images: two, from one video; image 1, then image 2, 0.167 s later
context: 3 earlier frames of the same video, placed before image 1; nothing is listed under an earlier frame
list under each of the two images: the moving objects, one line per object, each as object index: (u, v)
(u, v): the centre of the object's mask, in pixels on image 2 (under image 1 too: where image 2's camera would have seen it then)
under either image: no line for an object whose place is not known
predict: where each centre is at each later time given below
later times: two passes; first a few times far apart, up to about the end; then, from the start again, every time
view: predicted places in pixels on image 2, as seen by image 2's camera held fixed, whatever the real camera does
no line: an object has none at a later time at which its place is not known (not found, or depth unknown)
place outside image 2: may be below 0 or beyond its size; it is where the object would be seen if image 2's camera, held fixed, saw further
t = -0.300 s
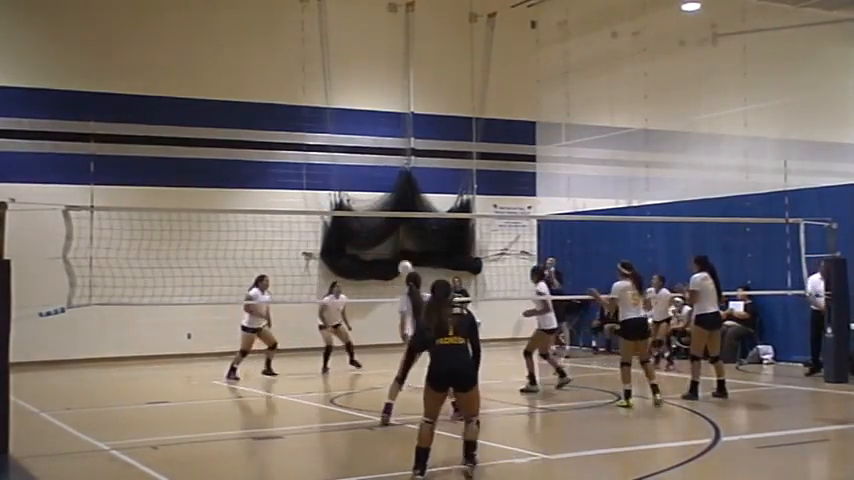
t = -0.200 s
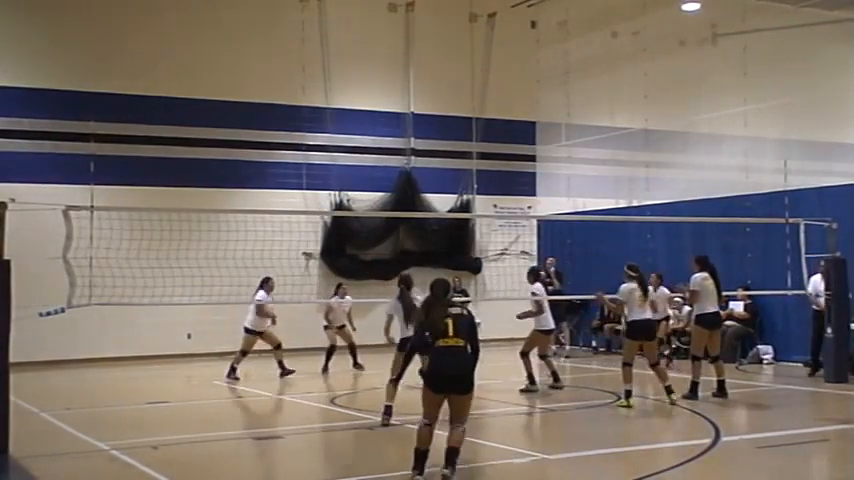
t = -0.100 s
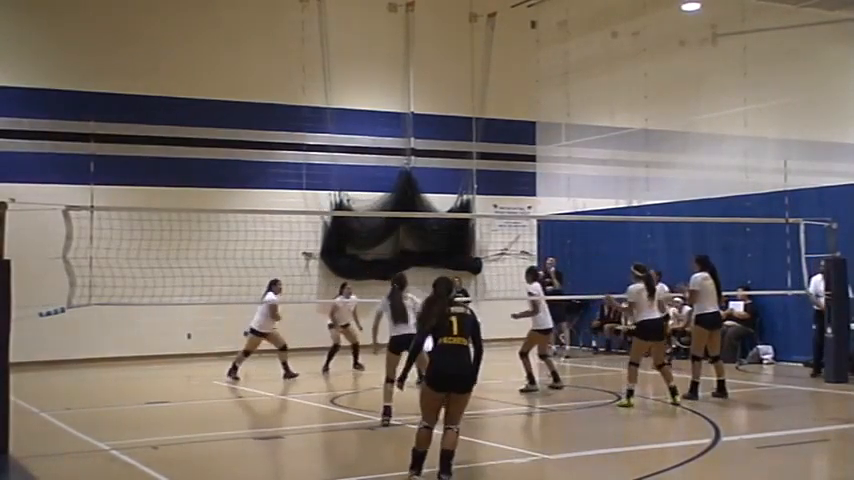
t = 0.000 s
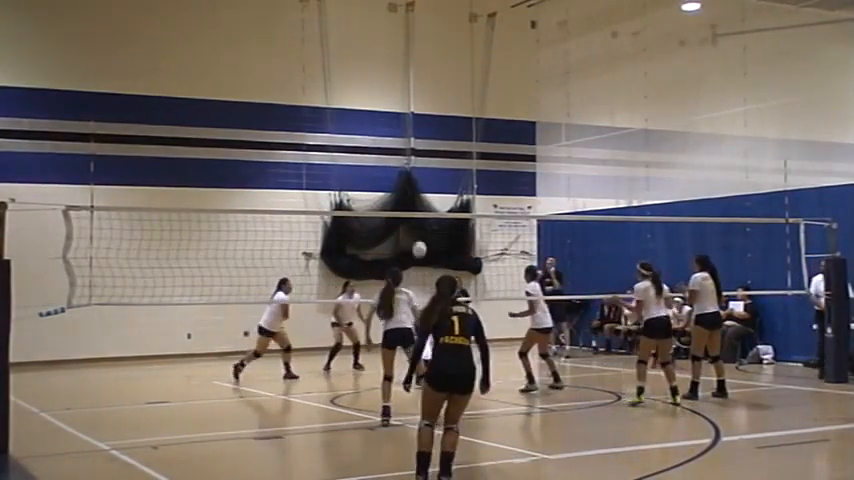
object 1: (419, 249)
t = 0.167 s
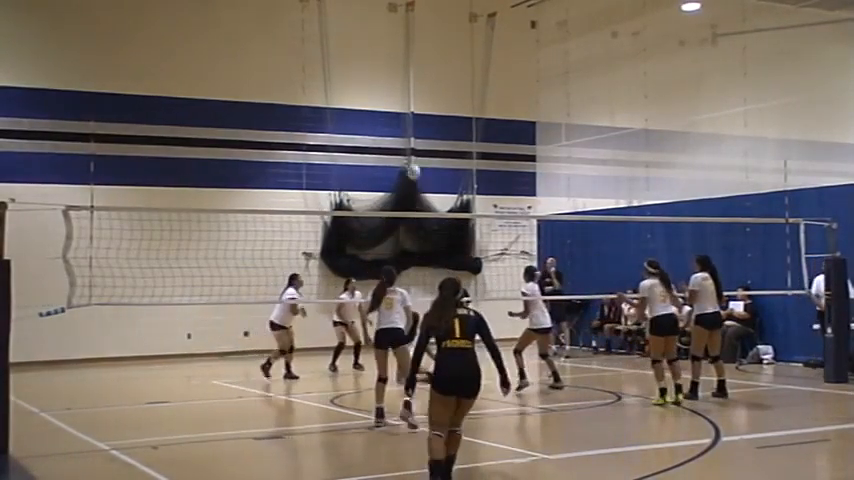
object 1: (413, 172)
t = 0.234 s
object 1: (411, 147)
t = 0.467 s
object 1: (405, 86)
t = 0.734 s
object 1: (399, 61)
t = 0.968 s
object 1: (394, 73)
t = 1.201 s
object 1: (389, 116)
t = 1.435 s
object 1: (386, 183)
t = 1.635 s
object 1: (383, 259)
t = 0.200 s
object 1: (413, 157)
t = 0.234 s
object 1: (411, 147)
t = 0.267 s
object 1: (410, 138)
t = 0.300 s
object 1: (409, 125)
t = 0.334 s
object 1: (408, 117)
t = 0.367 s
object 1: (407, 107)
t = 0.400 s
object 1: (407, 99)
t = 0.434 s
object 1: (406, 92)
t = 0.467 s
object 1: (405, 86)
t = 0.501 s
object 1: (404, 80)
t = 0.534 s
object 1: (403, 75)
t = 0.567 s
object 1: (402, 71)
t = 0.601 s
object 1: (401, 67)
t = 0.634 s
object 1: (402, 64)
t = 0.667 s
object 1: (401, 62)
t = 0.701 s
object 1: (400, 61)
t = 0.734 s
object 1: (399, 61)
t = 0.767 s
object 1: (399, 60)
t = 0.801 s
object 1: (398, 61)
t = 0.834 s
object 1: (397, 62)
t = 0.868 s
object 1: (397, 64)
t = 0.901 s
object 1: (396, 67)
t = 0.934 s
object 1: (395, 69)
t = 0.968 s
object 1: (394, 73)
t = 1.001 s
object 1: (393, 77)
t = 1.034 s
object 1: (393, 82)
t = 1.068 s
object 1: (392, 87)
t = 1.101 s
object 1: (392, 93)
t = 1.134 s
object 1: (390, 100)
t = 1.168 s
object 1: (390, 108)
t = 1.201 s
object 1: (389, 116)
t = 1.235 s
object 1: (389, 123)
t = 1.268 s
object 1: (388, 131)
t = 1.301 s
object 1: (388, 140)
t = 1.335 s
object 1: (387, 150)
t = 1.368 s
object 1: (388, 159)
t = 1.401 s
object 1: (387, 171)
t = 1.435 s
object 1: (386, 183)
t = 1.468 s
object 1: (386, 193)
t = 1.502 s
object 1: (385, 205)
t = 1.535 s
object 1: (385, 221)
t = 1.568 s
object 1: (384, 232)
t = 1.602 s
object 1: (384, 246)
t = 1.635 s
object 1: (383, 259)
